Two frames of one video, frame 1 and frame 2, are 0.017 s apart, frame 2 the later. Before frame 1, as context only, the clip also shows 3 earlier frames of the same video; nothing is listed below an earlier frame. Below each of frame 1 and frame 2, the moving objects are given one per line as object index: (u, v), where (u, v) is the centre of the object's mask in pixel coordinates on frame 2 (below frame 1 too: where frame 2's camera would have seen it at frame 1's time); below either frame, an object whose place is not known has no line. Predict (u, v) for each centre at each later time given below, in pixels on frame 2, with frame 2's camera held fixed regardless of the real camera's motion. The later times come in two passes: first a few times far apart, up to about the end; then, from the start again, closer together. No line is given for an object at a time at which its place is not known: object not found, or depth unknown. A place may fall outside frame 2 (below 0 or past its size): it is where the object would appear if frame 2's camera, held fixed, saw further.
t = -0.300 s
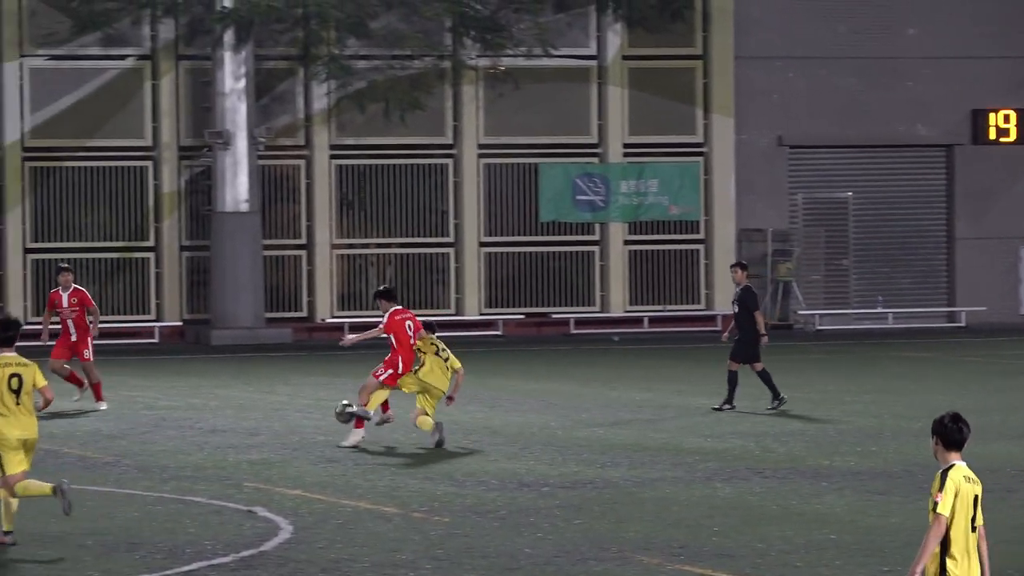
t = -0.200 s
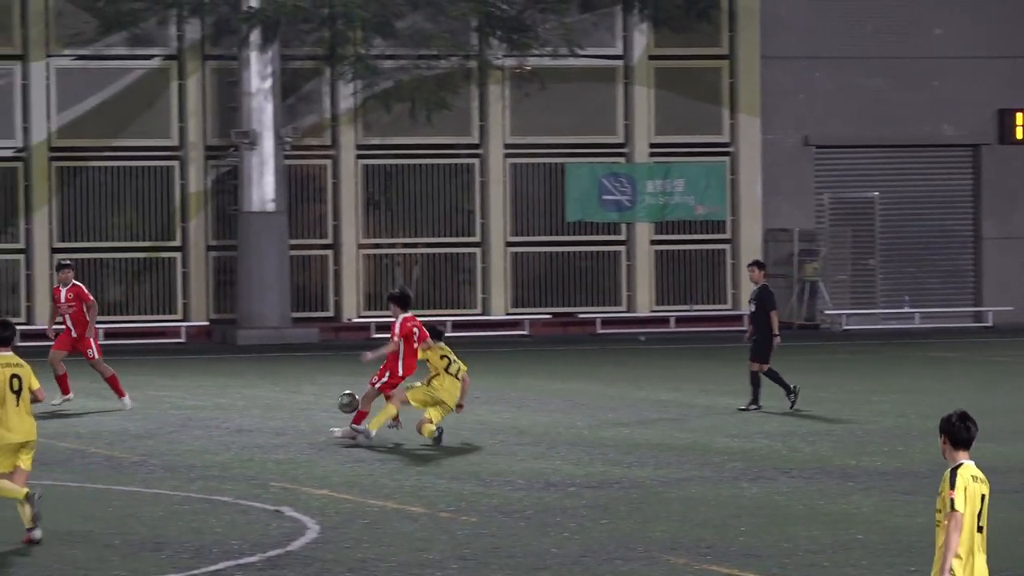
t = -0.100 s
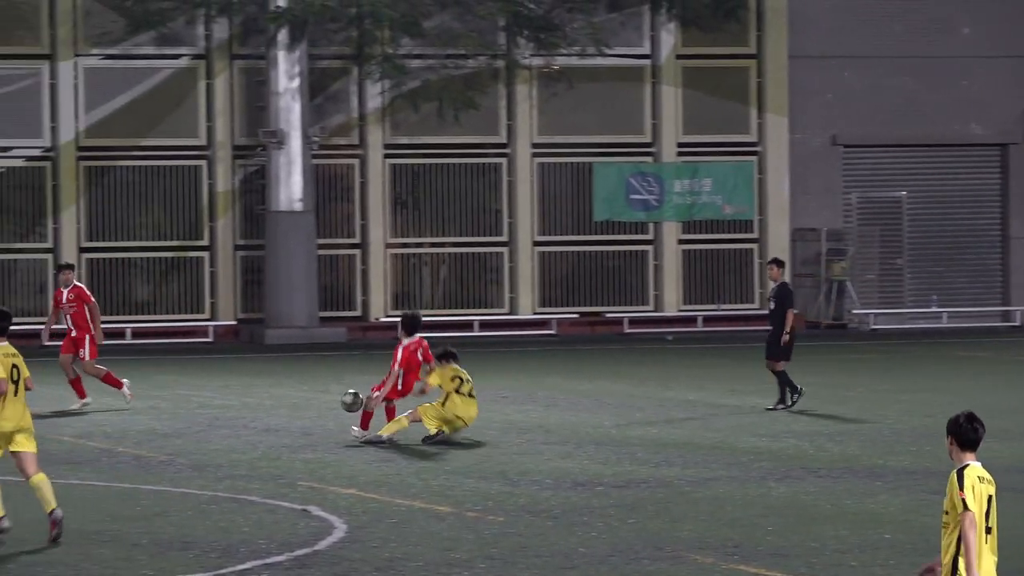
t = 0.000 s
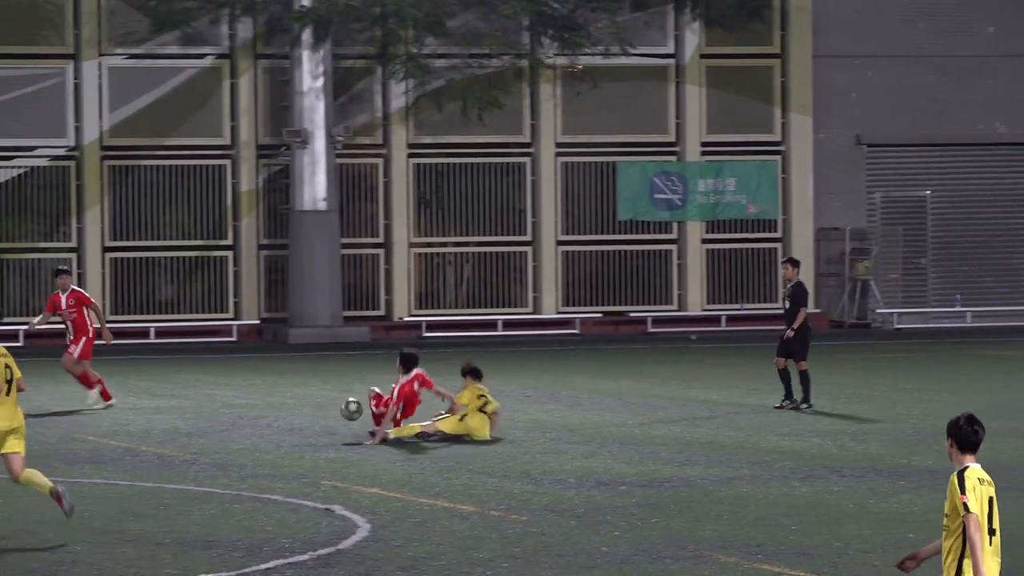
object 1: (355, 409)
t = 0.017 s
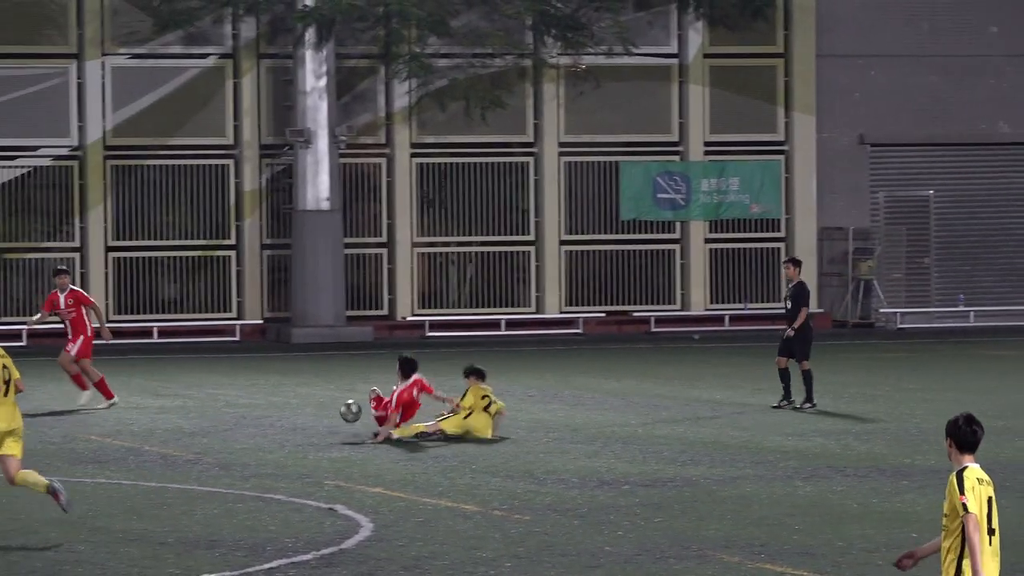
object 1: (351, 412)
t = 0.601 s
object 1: (221, 423)
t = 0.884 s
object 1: (162, 427)
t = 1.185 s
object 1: (103, 431)
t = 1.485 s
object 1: (49, 431)
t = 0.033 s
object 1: (347, 414)
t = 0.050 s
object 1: (343, 417)
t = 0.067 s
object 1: (339, 421)
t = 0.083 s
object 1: (335, 424)
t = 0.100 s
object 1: (332, 428)
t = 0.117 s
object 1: (328, 431)
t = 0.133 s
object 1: (324, 428)
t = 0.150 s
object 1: (320, 425)
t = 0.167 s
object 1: (317, 423)
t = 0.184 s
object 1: (313, 421)
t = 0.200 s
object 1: (309, 420)
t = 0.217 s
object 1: (304, 418)
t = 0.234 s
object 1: (301, 417)
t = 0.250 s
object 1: (297, 416)
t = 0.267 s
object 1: (293, 415)
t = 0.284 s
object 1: (289, 415)
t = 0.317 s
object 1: (282, 415)
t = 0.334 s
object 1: (279, 415)
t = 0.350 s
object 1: (275, 416)
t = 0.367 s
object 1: (271, 417)
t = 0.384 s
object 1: (267, 418)
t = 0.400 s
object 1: (263, 420)
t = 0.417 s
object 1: (259, 421)
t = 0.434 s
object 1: (256, 423)
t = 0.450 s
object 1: (252, 426)
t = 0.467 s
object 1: (248, 429)
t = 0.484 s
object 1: (244, 431)
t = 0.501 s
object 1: (241, 431)
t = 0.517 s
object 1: (238, 429)
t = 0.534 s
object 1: (234, 427)
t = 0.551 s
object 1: (231, 425)
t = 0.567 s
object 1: (227, 424)
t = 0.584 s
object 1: (223, 424)
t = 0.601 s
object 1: (221, 423)
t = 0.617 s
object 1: (216, 423)
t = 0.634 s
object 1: (213, 422)
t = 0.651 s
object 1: (209, 423)
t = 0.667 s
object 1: (206, 424)
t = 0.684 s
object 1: (202, 425)
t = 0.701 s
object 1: (198, 426)
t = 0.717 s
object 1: (195, 427)
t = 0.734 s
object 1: (193, 429)
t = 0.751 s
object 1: (189, 431)
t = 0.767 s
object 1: (185, 431)
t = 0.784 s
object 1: (182, 430)
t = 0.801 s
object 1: (179, 428)
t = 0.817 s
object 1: (175, 427)
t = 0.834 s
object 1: (172, 427)
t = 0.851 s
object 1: (169, 427)
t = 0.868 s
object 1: (165, 427)
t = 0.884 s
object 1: (162, 427)
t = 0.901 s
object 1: (158, 428)
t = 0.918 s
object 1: (155, 429)
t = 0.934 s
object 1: (151, 429)
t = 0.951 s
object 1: (148, 431)
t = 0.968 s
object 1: (146, 430)
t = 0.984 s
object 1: (142, 430)
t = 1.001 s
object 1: (138, 430)
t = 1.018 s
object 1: (136, 429)
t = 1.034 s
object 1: (133, 429)
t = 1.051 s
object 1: (129, 430)
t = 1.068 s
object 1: (126, 431)
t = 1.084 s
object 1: (122, 431)
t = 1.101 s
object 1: (119, 431)
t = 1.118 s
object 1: (116, 430)
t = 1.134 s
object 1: (113, 430)
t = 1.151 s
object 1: (110, 430)
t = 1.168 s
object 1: (107, 431)
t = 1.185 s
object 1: (103, 431)
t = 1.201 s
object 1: (101, 432)
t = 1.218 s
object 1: (98, 431)
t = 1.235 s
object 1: (94, 431)
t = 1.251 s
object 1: (91, 431)
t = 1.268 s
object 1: (88, 431)
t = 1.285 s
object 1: (85, 431)
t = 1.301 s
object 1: (82, 432)
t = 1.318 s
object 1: (79, 432)
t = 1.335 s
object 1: (76, 432)
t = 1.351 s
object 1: (72, 431)
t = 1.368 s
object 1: (70, 431)
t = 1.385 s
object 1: (67, 432)
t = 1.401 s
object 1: (64, 431)
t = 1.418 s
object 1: (61, 432)
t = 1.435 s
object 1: (57, 432)
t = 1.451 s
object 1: (55, 432)
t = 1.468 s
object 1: (52, 432)
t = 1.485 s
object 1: (49, 431)
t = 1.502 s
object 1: (46, 432)
